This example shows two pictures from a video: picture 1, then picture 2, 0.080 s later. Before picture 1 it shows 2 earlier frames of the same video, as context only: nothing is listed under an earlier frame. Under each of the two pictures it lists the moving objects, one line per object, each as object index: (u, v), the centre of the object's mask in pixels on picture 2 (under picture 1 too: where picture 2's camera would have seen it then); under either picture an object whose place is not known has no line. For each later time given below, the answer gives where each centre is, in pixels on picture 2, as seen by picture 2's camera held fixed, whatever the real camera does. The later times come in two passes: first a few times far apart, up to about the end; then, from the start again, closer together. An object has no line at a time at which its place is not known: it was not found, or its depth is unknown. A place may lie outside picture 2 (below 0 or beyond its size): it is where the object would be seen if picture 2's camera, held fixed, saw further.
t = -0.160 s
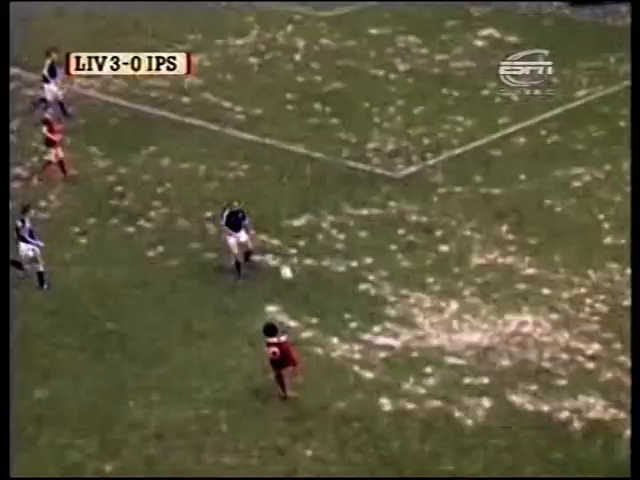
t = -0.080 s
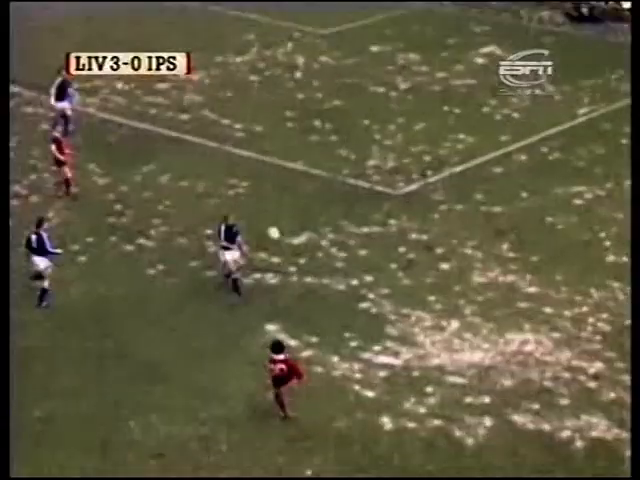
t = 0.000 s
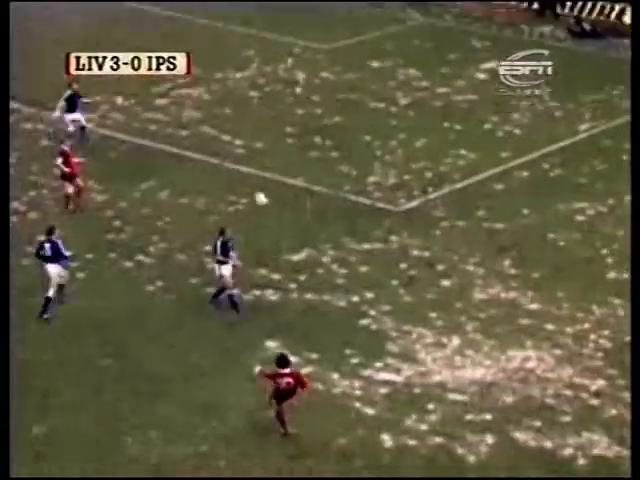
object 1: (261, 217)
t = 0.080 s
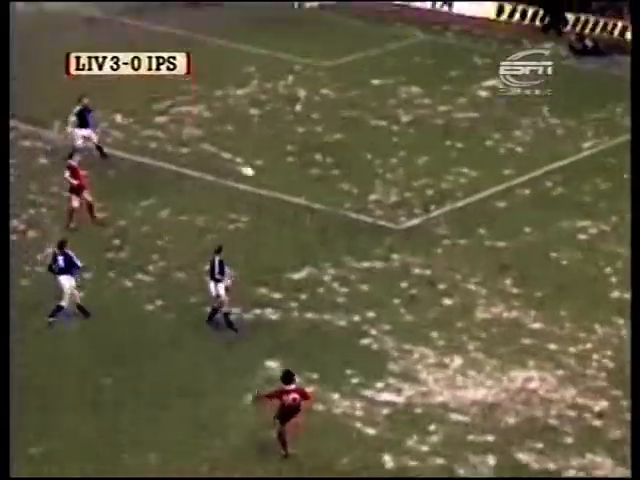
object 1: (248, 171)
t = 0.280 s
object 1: (214, 82)
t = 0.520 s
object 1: (174, 8)
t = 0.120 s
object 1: (241, 150)
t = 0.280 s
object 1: (214, 82)
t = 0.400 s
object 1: (194, 41)
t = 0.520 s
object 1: (174, 8)
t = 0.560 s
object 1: (166, -2)
